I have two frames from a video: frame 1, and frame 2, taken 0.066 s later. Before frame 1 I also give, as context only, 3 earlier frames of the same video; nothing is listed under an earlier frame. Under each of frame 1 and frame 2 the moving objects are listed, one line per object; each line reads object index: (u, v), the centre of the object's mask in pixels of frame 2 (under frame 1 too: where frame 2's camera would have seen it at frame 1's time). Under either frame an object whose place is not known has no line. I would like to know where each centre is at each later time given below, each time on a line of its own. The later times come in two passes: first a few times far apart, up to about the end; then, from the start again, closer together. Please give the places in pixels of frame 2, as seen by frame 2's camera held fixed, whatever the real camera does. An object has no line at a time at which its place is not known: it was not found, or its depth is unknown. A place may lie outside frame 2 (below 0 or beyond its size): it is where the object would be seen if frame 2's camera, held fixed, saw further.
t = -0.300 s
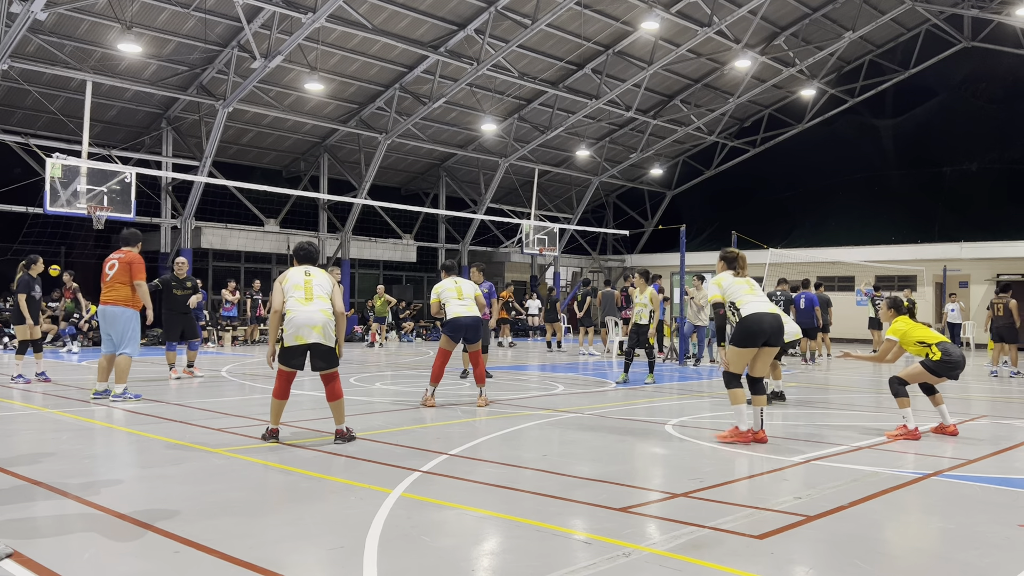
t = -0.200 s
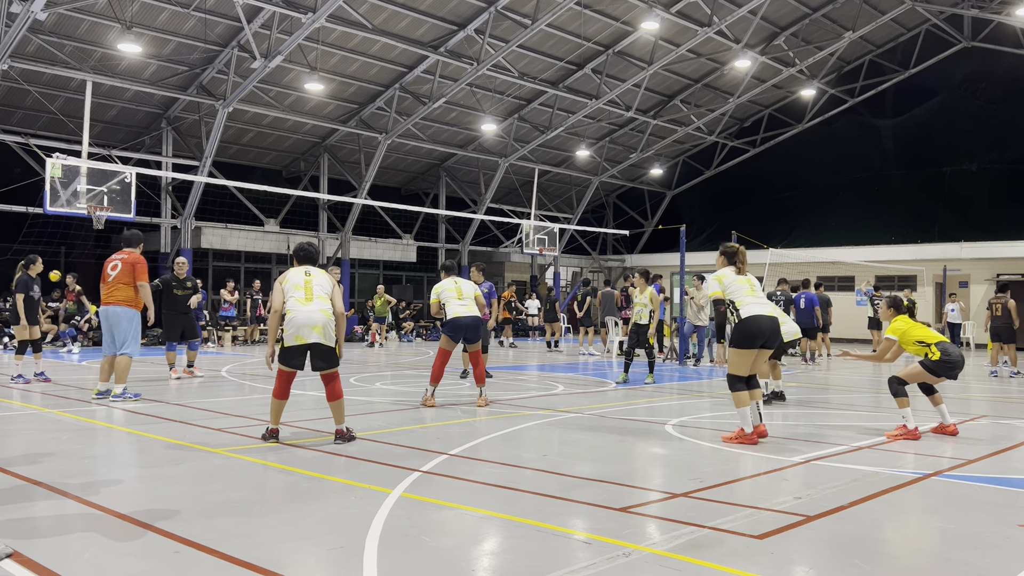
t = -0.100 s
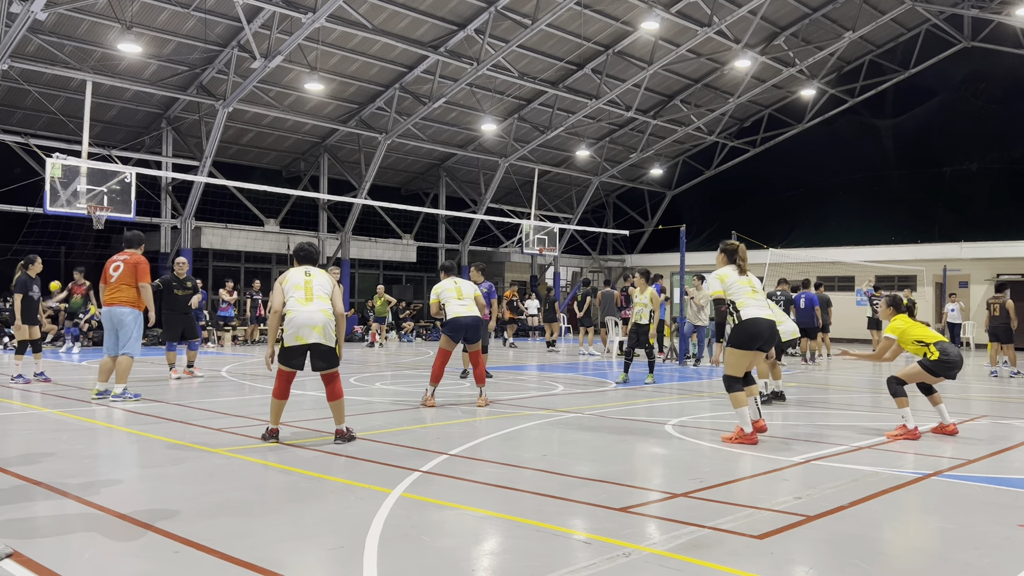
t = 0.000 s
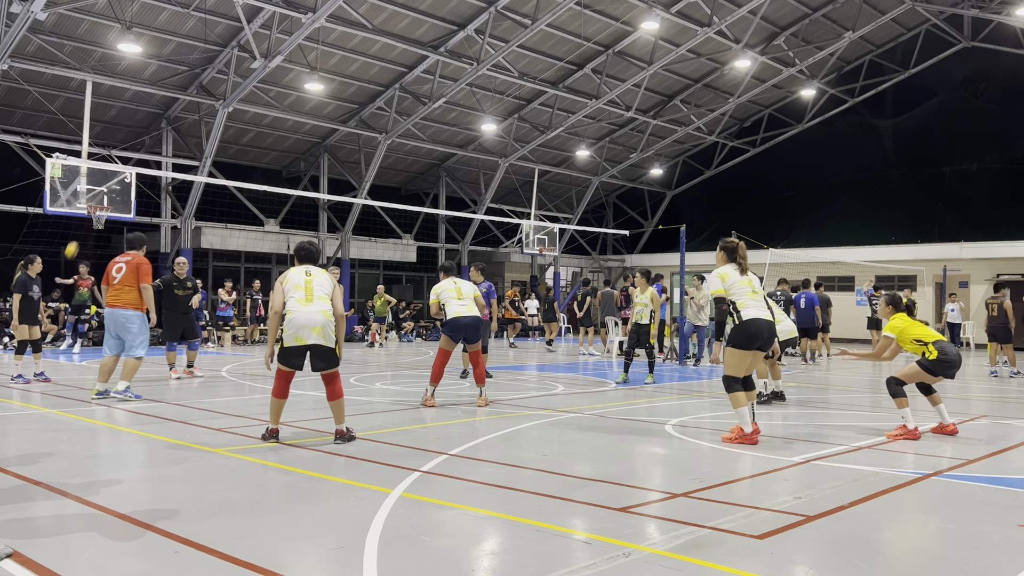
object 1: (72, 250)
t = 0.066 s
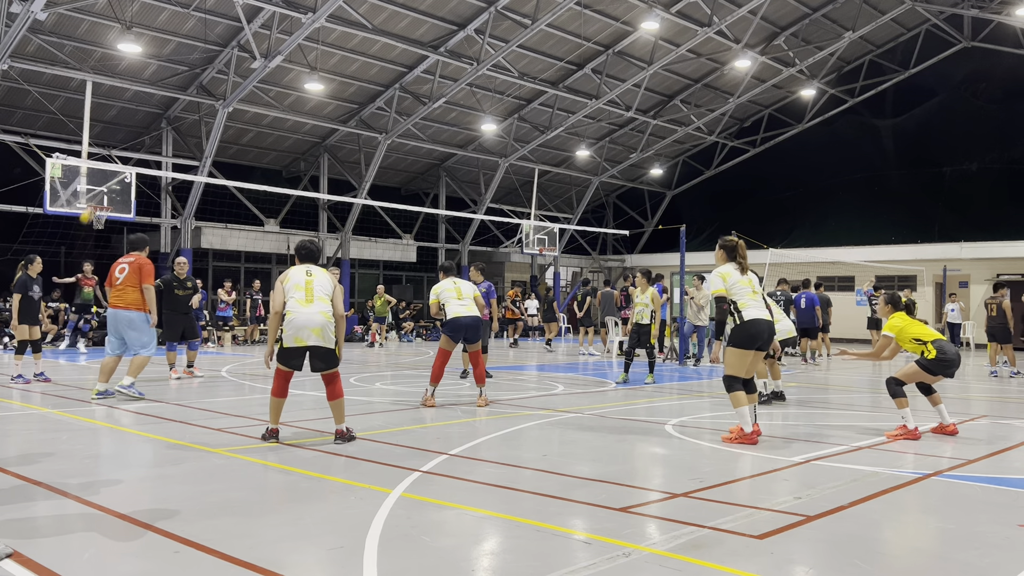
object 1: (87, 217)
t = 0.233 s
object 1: (126, 136)
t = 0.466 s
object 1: (183, 46)
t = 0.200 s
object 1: (118, 151)
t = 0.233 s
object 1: (126, 136)
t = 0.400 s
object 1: (166, 69)
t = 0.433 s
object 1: (175, 57)
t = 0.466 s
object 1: (183, 46)
